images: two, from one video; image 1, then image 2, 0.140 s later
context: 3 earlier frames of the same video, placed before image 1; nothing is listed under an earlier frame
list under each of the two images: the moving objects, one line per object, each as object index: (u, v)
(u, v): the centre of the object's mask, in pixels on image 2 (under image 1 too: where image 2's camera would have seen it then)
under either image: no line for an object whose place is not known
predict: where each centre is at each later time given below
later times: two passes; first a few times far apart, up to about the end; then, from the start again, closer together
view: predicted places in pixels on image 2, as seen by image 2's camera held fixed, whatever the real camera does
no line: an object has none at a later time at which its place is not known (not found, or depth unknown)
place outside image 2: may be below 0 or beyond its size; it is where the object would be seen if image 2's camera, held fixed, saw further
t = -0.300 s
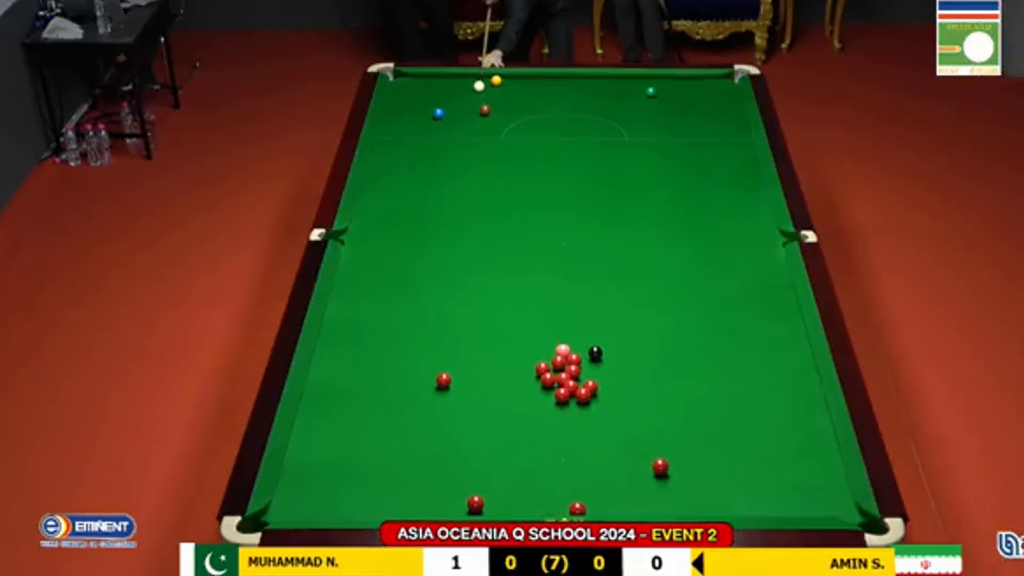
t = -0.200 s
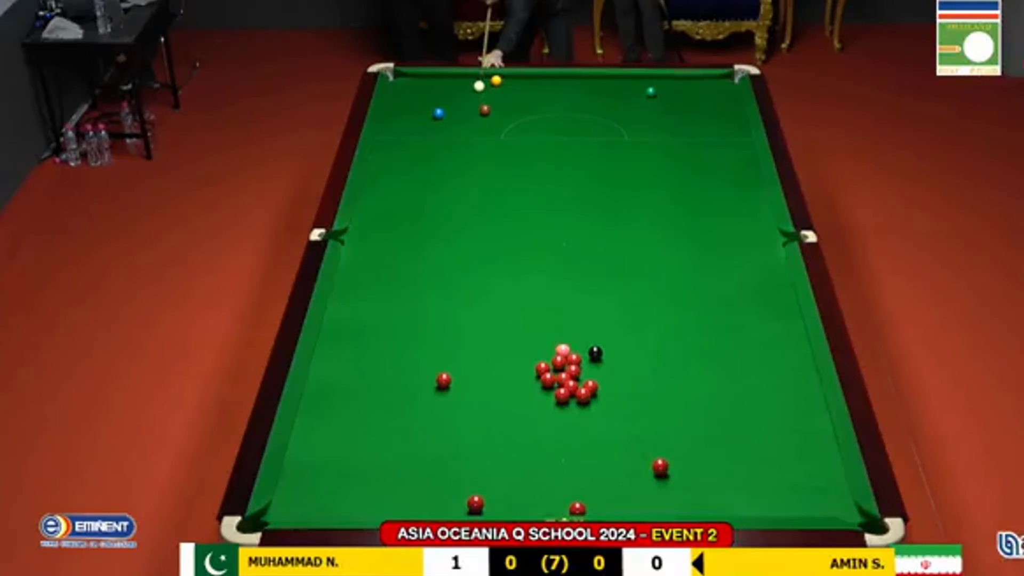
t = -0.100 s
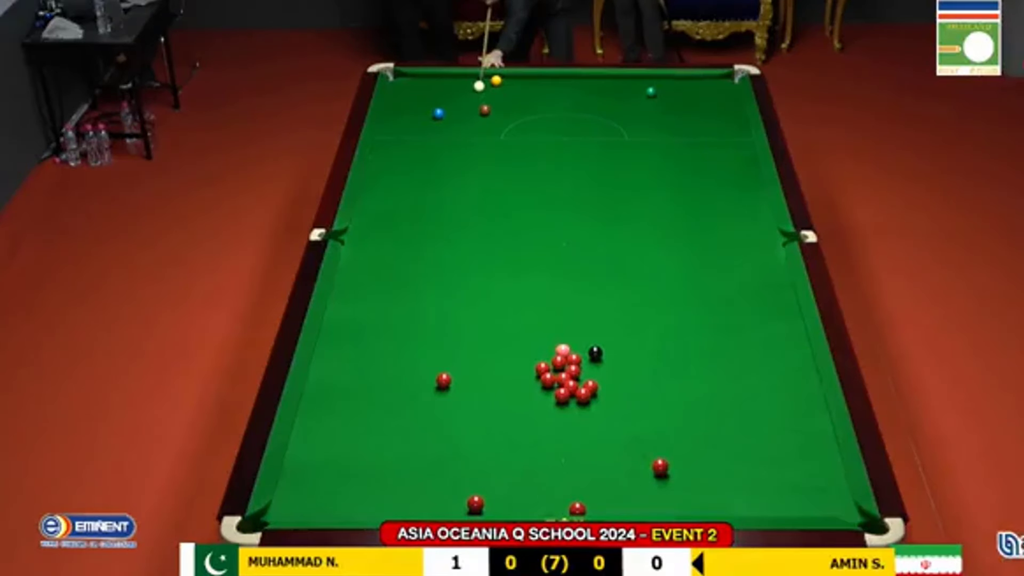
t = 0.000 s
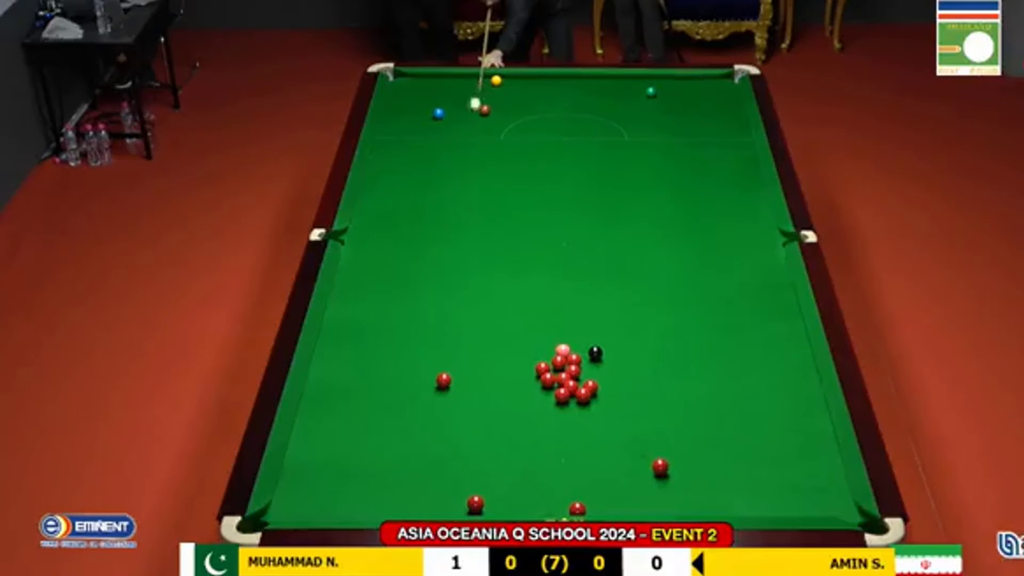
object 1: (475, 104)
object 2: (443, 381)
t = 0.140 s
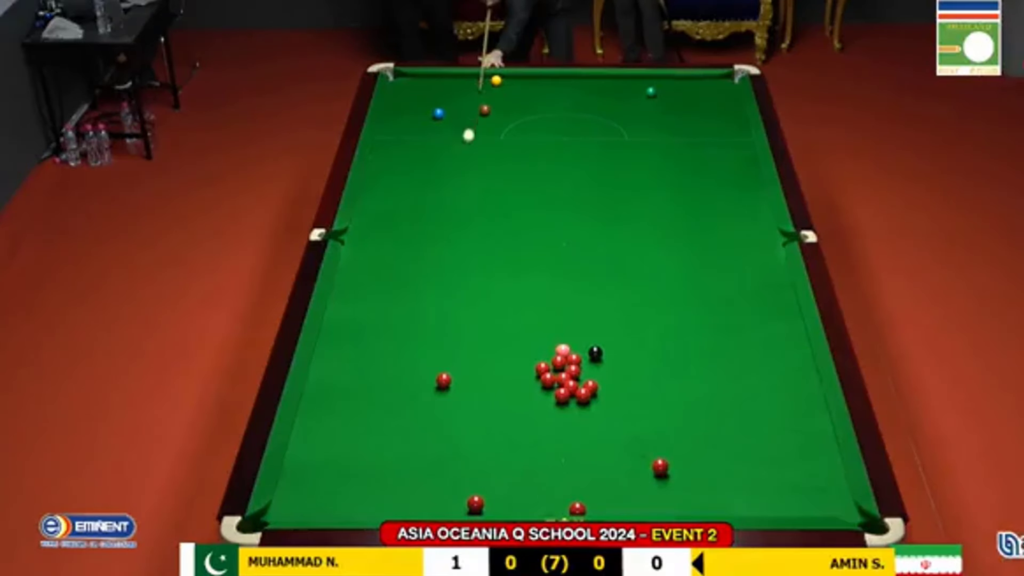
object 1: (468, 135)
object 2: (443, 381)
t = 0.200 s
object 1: (466, 149)
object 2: (443, 381)
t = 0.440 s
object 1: (456, 202)
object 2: (443, 381)
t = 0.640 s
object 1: (449, 250)
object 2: (443, 381)
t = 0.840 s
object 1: (440, 304)
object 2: (443, 381)
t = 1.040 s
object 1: (431, 365)
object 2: (443, 381)
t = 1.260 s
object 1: (399, 439)
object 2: (461, 384)
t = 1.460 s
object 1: (366, 509)
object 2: (478, 388)
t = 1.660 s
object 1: (376, 454)
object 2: (494, 391)
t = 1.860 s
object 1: (382, 413)
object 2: (509, 394)
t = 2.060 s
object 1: (386, 377)
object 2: (523, 396)
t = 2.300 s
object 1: (392, 338)
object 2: (539, 400)
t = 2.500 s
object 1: (396, 308)
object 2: (550, 402)
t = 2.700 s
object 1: (400, 280)
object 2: (557, 406)
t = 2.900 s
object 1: (403, 255)
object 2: (563, 409)
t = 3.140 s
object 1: (407, 227)
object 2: (570, 412)
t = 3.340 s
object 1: (410, 206)
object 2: (574, 414)
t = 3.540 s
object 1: (413, 187)
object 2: (578, 416)
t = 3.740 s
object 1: (415, 169)
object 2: (581, 419)
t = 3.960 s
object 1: (418, 150)
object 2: (584, 420)
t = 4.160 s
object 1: (421, 134)
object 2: (585, 420)
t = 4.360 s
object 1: (423, 119)
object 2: (586, 421)
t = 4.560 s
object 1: (426, 105)
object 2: (586, 421)
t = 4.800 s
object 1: (429, 90)
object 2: (586, 421)
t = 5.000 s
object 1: (431, 78)
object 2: (586, 421)
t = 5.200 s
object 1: (431, 82)
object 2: (586, 421)
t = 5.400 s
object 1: (429, 88)
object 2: (586, 421)
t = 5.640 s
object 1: (427, 97)
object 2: (586, 421)
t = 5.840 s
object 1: (426, 104)
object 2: (586, 421)
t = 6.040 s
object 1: (424, 110)
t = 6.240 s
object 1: (423, 117)
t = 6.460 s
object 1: (422, 123)
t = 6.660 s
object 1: (421, 130)
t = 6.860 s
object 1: (421, 136)
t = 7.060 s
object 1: (420, 141)
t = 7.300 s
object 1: (419, 148)
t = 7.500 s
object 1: (419, 154)
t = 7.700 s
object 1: (418, 159)
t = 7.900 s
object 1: (418, 164)
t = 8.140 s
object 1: (417, 170)
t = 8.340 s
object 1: (417, 174)
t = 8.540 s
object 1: (417, 179)
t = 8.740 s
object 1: (417, 182)
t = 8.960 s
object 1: (417, 186)
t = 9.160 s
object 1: (417, 190)
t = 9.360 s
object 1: (418, 193)
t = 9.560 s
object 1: (418, 195)
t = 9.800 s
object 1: (418, 198)
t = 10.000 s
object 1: (418, 200)
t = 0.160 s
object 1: (467, 140)
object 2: (443, 381)
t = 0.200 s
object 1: (466, 149)
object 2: (443, 381)
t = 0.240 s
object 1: (464, 158)
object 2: (443, 381)
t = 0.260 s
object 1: (463, 162)
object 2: (443, 381)
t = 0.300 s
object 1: (461, 171)
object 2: (443, 381)
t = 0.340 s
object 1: (460, 180)
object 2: (443, 381)
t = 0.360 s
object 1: (459, 185)
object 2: (443, 381)
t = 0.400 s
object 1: (458, 193)
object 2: (443, 381)
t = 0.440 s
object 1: (456, 202)
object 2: (443, 381)
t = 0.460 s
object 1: (456, 206)
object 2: (443, 381)
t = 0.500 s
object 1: (454, 216)
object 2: (443, 381)
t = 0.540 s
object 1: (453, 225)
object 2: (443, 381)
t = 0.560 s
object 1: (452, 230)
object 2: (443, 381)
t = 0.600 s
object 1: (450, 240)
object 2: (443, 381)
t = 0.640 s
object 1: (449, 250)
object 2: (443, 381)
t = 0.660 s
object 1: (448, 255)
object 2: (443, 381)
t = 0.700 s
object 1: (446, 265)
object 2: (443, 381)
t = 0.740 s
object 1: (445, 276)
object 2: (443, 381)
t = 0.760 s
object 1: (444, 282)
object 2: (443, 381)
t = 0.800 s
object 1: (442, 293)
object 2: (443, 381)
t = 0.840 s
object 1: (440, 304)
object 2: (443, 381)
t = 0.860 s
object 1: (439, 310)
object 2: (443, 381)
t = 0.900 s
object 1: (437, 322)
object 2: (443, 381)
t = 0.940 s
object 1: (436, 334)
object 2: (443, 381)
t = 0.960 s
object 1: (435, 340)
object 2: (443, 381)
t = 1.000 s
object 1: (433, 352)
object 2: (443, 381)
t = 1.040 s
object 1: (431, 365)
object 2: (443, 381)
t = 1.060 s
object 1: (429, 371)
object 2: (443, 381)
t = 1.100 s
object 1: (425, 384)
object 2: (446, 381)
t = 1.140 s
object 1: (418, 397)
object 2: (450, 382)
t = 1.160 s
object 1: (415, 404)
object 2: (452, 383)
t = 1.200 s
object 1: (409, 417)
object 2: (455, 383)
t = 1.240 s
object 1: (403, 431)
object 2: (459, 384)
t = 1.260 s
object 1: (399, 439)
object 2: (461, 384)
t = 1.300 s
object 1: (393, 453)
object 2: (464, 385)
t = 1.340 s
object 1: (386, 468)
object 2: (467, 386)
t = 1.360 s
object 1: (383, 475)
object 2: (469, 386)
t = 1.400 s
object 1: (376, 490)
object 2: (473, 387)
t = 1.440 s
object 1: (369, 504)
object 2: (476, 388)
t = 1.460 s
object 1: (366, 509)
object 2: (478, 388)
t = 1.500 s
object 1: (367, 500)
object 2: (481, 389)
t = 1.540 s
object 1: (369, 488)
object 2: (484, 389)
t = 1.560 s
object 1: (371, 482)
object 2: (486, 389)
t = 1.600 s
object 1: (373, 470)
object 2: (489, 390)
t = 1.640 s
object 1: (375, 459)
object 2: (492, 391)
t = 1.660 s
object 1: (376, 454)
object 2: (494, 391)
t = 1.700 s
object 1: (377, 445)
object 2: (497, 392)
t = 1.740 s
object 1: (378, 436)
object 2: (500, 392)
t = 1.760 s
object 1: (379, 433)
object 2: (501, 392)
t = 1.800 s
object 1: (380, 425)
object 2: (505, 393)
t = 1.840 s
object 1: (381, 417)
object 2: (508, 394)
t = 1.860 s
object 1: (382, 413)
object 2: (509, 394)
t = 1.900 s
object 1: (383, 405)
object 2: (512, 394)
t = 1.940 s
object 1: (384, 398)
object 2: (515, 395)
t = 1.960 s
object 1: (384, 394)
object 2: (516, 395)
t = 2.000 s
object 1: (385, 387)
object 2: (519, 395)
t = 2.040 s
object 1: (386, 380)
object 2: (522, 396)
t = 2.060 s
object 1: (386, 377)
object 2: (523, 396)
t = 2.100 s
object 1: (387, 370)
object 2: (526, 397)
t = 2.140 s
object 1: (388, 363)
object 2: (529, 398)
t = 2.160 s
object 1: (389, 360)
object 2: (530, 398)
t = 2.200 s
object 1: (390, 353)
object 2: (533, 398)
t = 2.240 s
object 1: (391, 347)
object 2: (536, 399)
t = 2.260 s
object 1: (391, 344)
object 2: (537, 399)
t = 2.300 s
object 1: (392, 338)
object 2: (539, 400)
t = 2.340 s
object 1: (393, 331)
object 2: (542, 400)
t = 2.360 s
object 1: (393, 328)
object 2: (543, 400)
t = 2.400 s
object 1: (394, 322)
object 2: (545, 401)
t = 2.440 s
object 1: (395, 316)
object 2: (548, 401)
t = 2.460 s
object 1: (395, 313)
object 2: (549, 401)
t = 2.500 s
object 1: (396, 308)
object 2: (550, 402)
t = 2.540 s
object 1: (397, 302)
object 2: (552, 403)
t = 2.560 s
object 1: (397, 299)
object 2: (553, 403)
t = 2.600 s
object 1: (398, 294)
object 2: (554, 404)
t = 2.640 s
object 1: (399, 288)
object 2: (556, 405)
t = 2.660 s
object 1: (399, 286)
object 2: (556, 405)
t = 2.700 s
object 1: (400, 280)
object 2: (557, 406)
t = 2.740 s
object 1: (401, 275)
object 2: (558, 406)
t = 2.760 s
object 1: (401, 272)
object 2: (559, 407)
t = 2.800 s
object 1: (402, 268)
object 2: (560, 407)
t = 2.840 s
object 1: (402, 263)
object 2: (562, 408)
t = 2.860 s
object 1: (402, 260)
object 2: (562, 408)
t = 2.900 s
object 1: (403, 255)
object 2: (563, 409)
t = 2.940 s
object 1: (404, 250)
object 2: (564, 410)
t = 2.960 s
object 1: (404, 248)
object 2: (565, 410)
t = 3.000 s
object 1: (405, 243)
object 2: (566, 410)
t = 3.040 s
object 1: (406, 238)
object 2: (567, 411)
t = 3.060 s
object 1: (406, 236)
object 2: (568, 411)
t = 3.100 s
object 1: (406, 232)
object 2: (569, 411)
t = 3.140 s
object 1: (407, 227)
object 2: (570, 412)
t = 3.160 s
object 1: (407, 225)
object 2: (570, 413)
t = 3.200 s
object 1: (408, 221)
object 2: (571, 413)
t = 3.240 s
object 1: (408, 216)
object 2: (572, 413)
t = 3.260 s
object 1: (409, 215)
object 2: (572, 413)
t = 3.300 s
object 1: (409, 210)
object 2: (573, 413)
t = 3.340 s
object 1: (410, 206)
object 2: (574, 414)
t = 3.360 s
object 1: (410, 204)
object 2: (574, 414)
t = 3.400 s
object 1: (411, 200)
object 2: (575, 414)
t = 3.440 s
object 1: (411, 196)
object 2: (576, 415)
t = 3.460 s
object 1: (412, 194)
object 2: (577, 416)
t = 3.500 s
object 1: (412, 191)
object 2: (577, 416)
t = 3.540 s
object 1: (413, 187)
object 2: (578, 416)
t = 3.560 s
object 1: (413, 185)
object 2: (578, 417)
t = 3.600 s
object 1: (413, 181)
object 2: (579, 417)
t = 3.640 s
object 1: (414, 178)
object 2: (580, 418)
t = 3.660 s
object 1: (414, 176)
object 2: (580, 418)
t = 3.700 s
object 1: (415, 172)
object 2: (580, 418)
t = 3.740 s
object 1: (415, 169)
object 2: (581, 419)
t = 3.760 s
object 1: (415, 167)
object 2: (581, 419)
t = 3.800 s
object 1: (416, 163)
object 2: (582, 419)
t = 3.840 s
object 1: (417, 160)
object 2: (582, 419)
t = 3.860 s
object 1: (417, 158)
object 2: (582, 419)
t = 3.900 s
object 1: (417, 155)
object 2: (583, 420)
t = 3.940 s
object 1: (418, 151)
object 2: (584, 420)
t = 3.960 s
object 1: (418, 150)
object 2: (584, 420)
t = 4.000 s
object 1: (419, 146)
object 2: (584, 420)
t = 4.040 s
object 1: (419, 143)
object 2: (585, 420)
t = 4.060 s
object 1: (420, 141)
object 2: (585, 420)
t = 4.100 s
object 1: (420, 139)
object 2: (585, 420)
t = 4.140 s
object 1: (421, 135)
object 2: (585, 420)
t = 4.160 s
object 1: (421, 134)
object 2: (585, 420)
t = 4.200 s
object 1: (421, 131)
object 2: (585, 420)
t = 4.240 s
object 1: (422, 128)
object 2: (586, 421)
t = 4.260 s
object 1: (422, 126)
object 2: (586, 421)
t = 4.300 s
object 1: (423, 124)
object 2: (586, 421)
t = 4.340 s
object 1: (423, 120)
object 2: (586, 421)
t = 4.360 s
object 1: (423, 119)
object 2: (586, 421)
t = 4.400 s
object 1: (424, 116)
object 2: (586, 421)
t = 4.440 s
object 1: (424, 113)
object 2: (586, 421)
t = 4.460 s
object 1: (425, 112)
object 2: (586, 421)
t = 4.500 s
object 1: (425, 109)
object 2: (586, 421)
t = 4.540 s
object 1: (426, 106)
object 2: (586, 421)
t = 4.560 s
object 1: (426, 105)
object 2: (586, 421)
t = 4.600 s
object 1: (427, 103)
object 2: (586, 421)
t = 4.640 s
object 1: (427, 100)
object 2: (586, 421)
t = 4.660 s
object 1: (427, 99)
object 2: (586, 421)
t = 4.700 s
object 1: (428, 96)
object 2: (586, 421)
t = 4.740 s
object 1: (428, 93)
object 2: (586, 421)
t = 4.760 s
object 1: (428, 93)
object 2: (586, 421)
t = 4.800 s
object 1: (429, 90)
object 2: (586, 421)
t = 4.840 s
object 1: (429, 87)
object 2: (586, 421)
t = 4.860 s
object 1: (430, 86)
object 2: (586, 421)
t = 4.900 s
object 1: (430, 83)
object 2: (586, 421)
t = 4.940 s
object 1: (430, 81)
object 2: (586, 421)
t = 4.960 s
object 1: (431, 80)
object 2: (586, 421)
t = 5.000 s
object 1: (431, 78)
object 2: (586, 421)
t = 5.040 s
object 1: (432, 75)
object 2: (586, 421)
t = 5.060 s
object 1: (432, 76)
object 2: (586, 421)
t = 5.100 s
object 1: (431, 78)
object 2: (586, 421)
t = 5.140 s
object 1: (431, 80)
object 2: (586, 421)
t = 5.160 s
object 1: (431, 80)
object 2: (586, 421)
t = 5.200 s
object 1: (431, 82)
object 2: (586, 421)
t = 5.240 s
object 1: (430, 83)
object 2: (586, 421)
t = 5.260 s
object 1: (430, 84)
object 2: (586, 421)
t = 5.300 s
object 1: (430, 85)
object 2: (586, 421)
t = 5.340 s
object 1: (429, 86)
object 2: (586, 421)
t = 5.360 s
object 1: (429, 87)
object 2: (586, 421)
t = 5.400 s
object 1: (429, 88)
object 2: (586, 421)
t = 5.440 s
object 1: (429, 90)
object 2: (586, 421)
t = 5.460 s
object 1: (429, 91)
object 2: (586, 421)
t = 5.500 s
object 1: (428, 92)
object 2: (586, 421)
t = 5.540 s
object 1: (428, 93)
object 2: (586, 421)
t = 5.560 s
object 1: (428, 94)
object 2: (586, 421)
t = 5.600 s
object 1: (427, 96)
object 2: (586, 421)
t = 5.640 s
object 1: (427, 97)
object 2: (586, 421)
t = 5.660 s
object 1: (427, 98)
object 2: (586, 421)
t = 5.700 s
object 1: (427, 99)
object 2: (586, 421)
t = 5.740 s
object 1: (426, 100)
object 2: (586, 421)
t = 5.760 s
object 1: (426, 101)
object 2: (586, 421)
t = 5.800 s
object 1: (426, 103)
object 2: (586, 421)
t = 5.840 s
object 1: (426, 104)
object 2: (586, 421)
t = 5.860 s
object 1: (426, 104)
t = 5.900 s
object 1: (425, 106)
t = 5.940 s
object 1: (425, 107)
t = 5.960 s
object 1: (425, 108)
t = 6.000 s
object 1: (425, 109)
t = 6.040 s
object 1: (424, 110)
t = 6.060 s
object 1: (424, 111)
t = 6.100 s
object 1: (424, 112)
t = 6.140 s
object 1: (424, 113)
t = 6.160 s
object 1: (424, 114)
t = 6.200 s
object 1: (423, 116)
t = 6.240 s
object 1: (423, 117)
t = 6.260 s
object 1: (423, 117)
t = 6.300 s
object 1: (423, 119)
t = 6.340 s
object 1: (423, 120)
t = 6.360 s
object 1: (422, 120)
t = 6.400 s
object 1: (422, 122)
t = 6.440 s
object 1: (422, 123)
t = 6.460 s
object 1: (422, 123)
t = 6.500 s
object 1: (422, 125)
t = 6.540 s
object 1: (422, 126)
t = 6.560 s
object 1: (422, 126)
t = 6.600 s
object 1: (422, 128)
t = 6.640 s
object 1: (422, 129)
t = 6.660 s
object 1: (421, 130)
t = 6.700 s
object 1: (421, 131)
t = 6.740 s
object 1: (421, 132)
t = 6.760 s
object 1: (421, 132)
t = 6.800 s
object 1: (421, 134)
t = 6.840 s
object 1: (421, 135)
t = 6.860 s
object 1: (421, 136)
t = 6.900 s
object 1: (421, 137)
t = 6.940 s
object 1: (420, 138)
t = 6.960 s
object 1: (420, 138)
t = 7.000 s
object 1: (420, 140)
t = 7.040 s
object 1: (420, 141)
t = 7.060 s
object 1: (420, 141)
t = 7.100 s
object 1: (420, 143)
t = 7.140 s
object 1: (420, 144)
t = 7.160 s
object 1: (420, 145)
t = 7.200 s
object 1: (420, 145)
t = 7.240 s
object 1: (419, 147)
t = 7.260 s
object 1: (419, 147)
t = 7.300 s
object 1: (419, 148)
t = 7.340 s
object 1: (419, 149)
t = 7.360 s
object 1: (419, 150)
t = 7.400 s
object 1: (419, 151)
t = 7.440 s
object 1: (419, 152)
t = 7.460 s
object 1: (419, 153)
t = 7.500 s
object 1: (419, 154)
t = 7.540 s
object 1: (419, 155)
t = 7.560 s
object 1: (418, 155)
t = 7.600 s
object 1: (418, 156)
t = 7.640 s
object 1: (418, 157)
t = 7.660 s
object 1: (418, 158)
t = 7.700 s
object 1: (418, 159)
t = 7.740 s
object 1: (418, 160)
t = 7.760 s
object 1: (418, 160)
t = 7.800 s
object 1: (418, 161)
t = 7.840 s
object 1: (418, 162)
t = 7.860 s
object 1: (418, 163)
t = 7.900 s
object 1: (418, 164)
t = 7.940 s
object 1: (418, 165)
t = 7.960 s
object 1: (418, 165)
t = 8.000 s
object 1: (418, 166)
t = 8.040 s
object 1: (418, 168)
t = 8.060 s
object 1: (418, 168)
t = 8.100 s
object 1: (417, 169)
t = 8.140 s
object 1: (417, 170)
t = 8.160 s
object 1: (417, 170)
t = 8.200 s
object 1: (417, 171)
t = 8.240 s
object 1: (417, 172)
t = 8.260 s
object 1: (417, 172)
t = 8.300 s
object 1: (417, 173)
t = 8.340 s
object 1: (417, 174)
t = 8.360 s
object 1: (417, 175)
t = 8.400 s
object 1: (417, 176)
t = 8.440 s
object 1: (417, 176)
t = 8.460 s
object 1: (417, 177)
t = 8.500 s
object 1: (417, 178)
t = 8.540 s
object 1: (417, 179)
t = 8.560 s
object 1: (417, 179)
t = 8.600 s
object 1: (417, 179)
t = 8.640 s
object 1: (417, 180)
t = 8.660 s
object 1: (417, 180)
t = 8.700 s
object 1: (417, 181)
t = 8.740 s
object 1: (417, 182)
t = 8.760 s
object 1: (417, 183)
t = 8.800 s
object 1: (417, 183)
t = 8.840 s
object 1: (417, 184)
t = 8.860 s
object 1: (417, 185)
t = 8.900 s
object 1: (417, 185)
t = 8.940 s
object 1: (417, 186)
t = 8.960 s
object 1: (417, 186)
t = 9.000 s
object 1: (417, 187)
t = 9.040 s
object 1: (417, 187)
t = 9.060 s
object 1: (417, 188)
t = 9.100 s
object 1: (417, 188)
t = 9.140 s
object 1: (417, 189)
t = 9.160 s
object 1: (417, 190)
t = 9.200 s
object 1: (417, 190)
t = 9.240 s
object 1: (417, 191)
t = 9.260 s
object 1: (417, 191)
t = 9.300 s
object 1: (417, 192)
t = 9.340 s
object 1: (417, 192)
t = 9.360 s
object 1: (418, 193)
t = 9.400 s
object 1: (418, 193)
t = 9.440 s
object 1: (418, 194)
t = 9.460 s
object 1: (418, 194)
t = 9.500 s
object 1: (418, 195)
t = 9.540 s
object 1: (418, 195)
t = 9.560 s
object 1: (418, 195)
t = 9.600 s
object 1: (418, 196)
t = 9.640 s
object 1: (418, 197)
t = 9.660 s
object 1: (418, 197)
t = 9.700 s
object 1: (418, 197)
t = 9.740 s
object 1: (418, 198)
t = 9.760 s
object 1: (418, 198)
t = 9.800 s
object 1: (418, 198)
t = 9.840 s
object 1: (418, 199)
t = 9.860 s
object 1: (418, 199)
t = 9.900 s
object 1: (418, 199)
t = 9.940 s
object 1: (418, 200)
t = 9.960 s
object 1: (418, 200)
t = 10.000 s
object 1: (418, 200)
